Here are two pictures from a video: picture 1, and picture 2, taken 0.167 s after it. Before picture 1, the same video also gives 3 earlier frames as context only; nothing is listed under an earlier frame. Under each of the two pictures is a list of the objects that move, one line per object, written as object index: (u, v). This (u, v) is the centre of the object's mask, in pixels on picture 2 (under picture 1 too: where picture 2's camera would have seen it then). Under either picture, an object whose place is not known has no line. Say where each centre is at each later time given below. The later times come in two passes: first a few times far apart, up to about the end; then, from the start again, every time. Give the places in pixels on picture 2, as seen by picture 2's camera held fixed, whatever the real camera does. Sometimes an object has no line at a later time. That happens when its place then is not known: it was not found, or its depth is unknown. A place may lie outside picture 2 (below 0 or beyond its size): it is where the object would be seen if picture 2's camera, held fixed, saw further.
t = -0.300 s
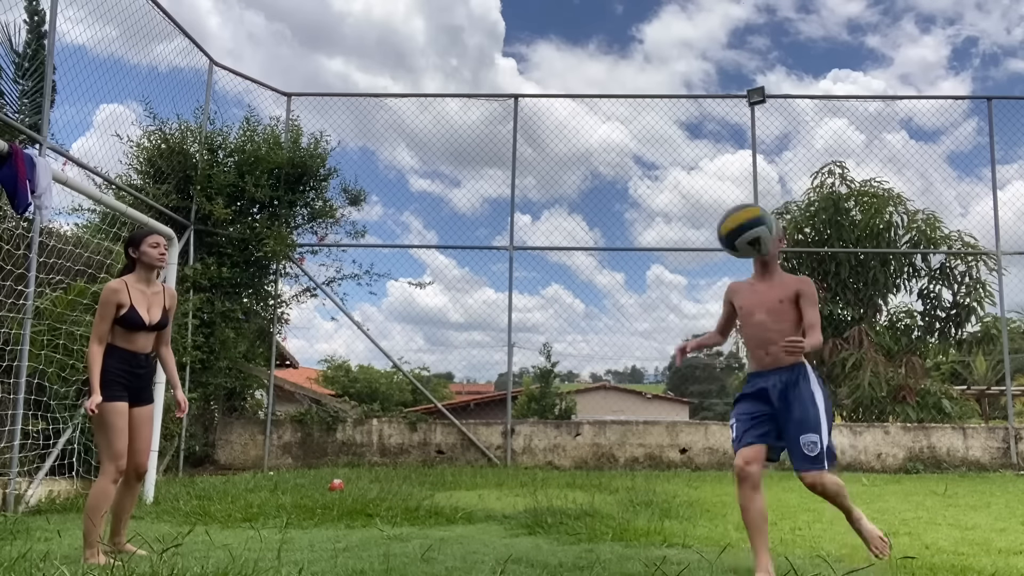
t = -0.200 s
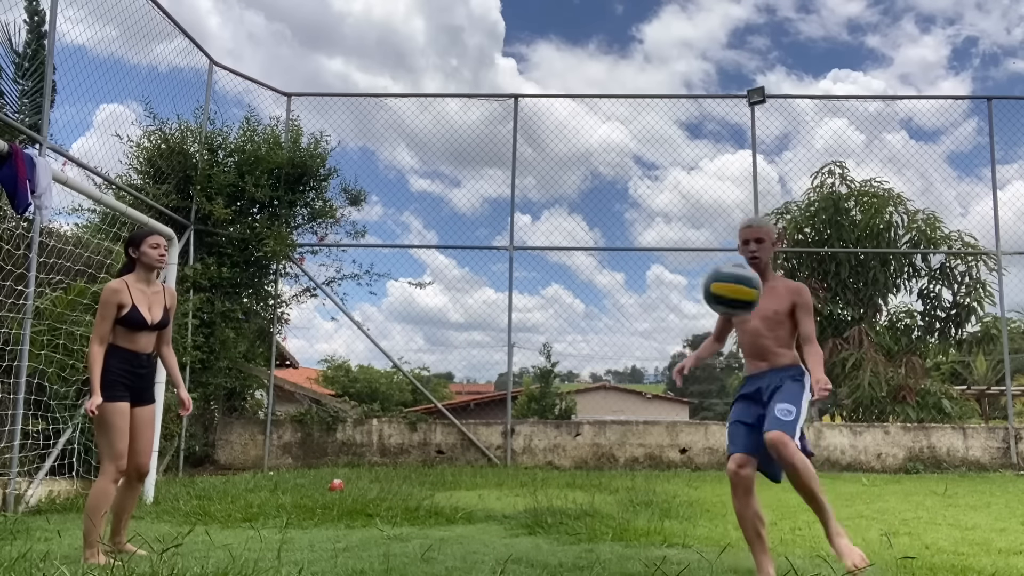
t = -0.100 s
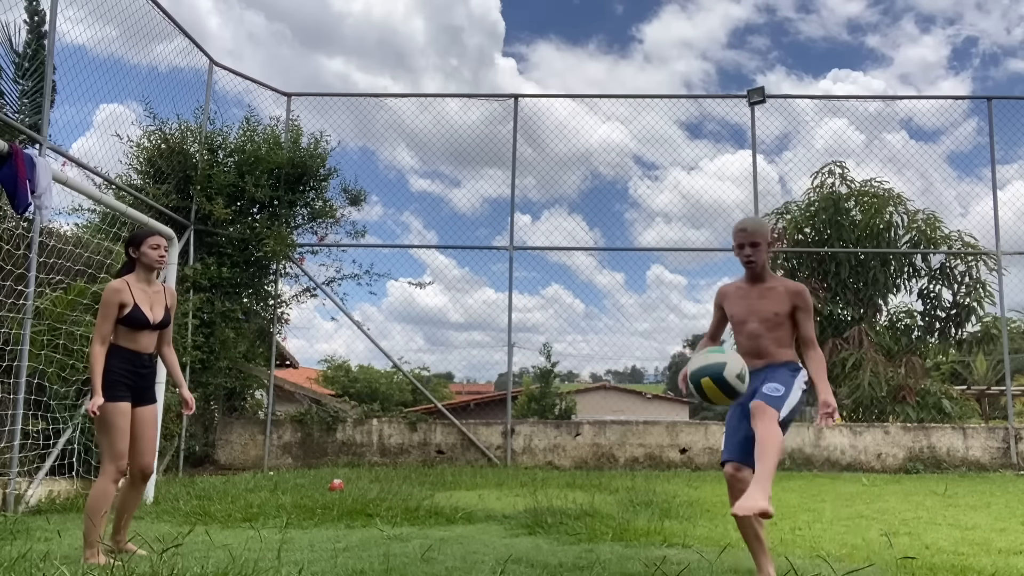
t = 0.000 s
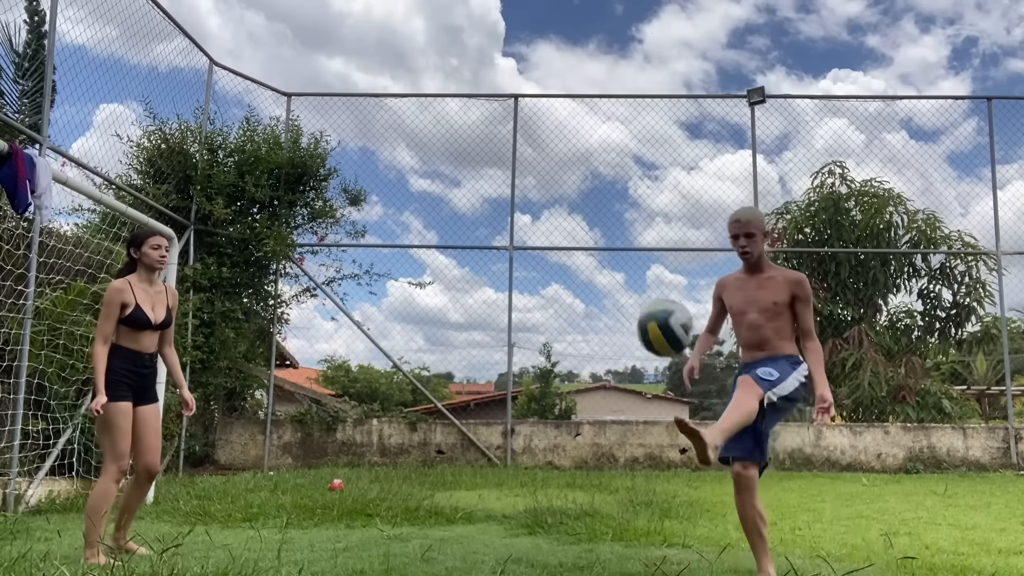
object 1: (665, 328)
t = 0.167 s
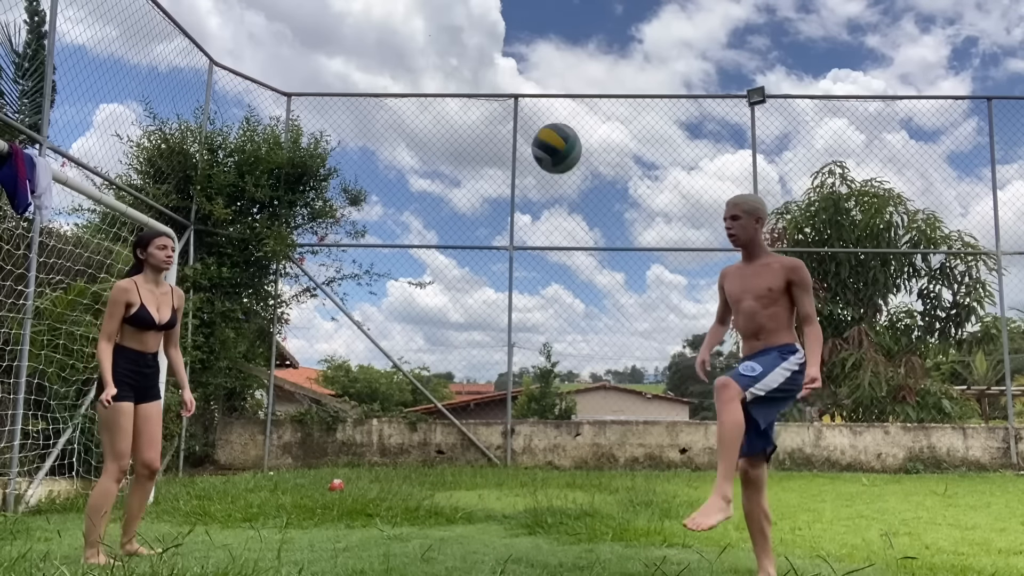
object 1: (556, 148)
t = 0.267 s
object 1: (505, 88)
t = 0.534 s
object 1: (390, 44)
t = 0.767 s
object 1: (306, 106)
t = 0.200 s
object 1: (539, 125)
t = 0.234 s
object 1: (521, 105)
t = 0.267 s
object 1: (505, 88)
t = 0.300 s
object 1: (489, 74)
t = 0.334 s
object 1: (473, 63)
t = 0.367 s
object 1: (459, 54)
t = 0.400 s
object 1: (444, 48)
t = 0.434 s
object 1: (430, 43)
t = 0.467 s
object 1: (416, 41)
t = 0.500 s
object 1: (403, 42)
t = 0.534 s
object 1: (390, 44)
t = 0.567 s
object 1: (378, 47)
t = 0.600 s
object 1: (365, 53)
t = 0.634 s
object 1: (353, 60)
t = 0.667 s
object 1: (341, 70)
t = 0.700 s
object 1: (329, 80)
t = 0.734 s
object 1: (318, 93)
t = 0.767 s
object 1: (306, 106)
